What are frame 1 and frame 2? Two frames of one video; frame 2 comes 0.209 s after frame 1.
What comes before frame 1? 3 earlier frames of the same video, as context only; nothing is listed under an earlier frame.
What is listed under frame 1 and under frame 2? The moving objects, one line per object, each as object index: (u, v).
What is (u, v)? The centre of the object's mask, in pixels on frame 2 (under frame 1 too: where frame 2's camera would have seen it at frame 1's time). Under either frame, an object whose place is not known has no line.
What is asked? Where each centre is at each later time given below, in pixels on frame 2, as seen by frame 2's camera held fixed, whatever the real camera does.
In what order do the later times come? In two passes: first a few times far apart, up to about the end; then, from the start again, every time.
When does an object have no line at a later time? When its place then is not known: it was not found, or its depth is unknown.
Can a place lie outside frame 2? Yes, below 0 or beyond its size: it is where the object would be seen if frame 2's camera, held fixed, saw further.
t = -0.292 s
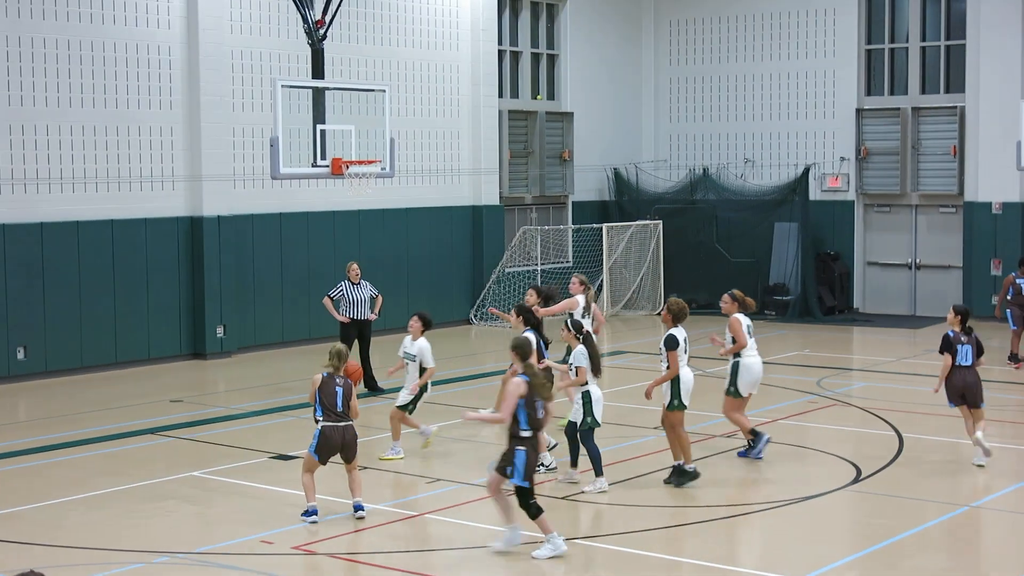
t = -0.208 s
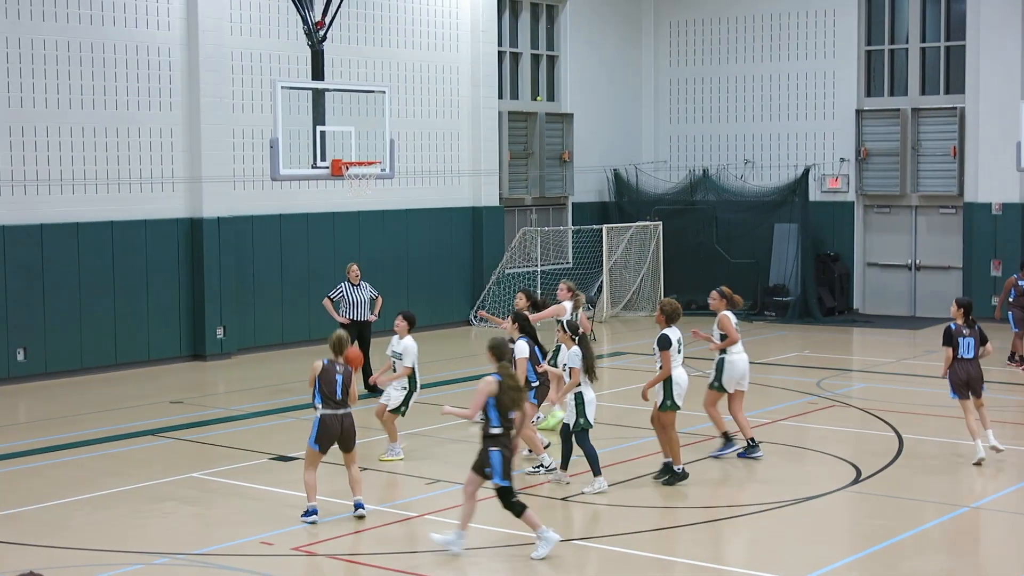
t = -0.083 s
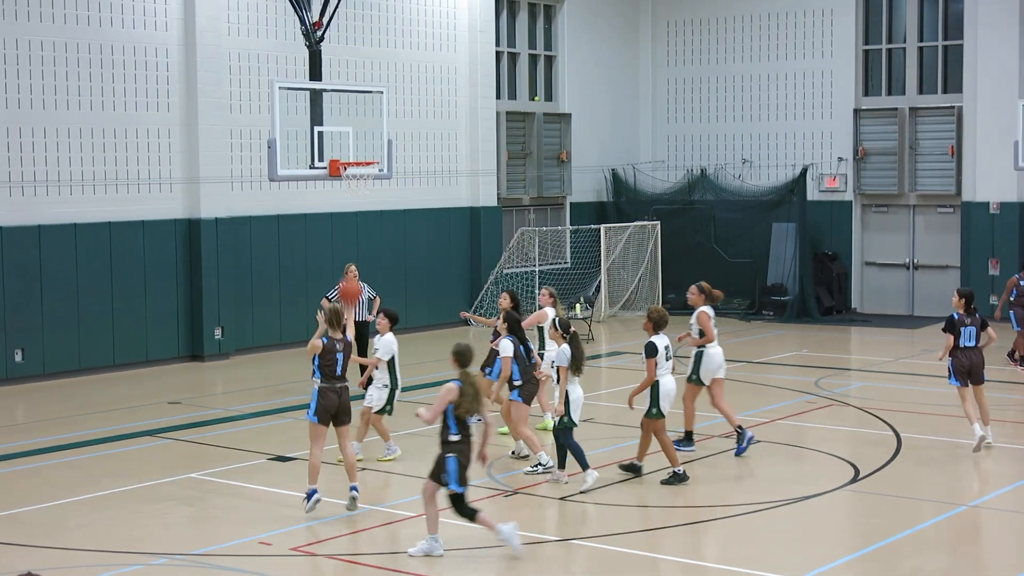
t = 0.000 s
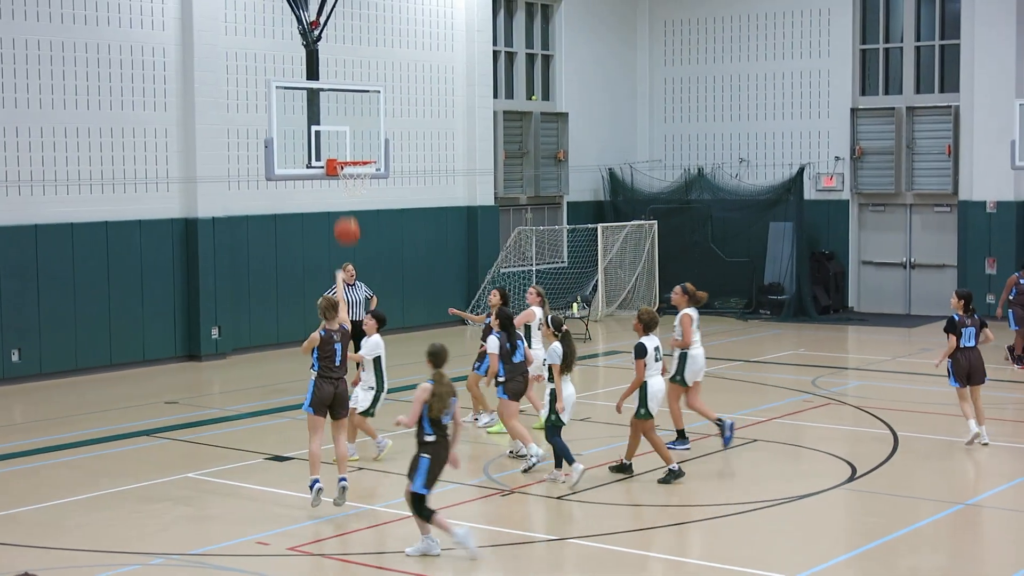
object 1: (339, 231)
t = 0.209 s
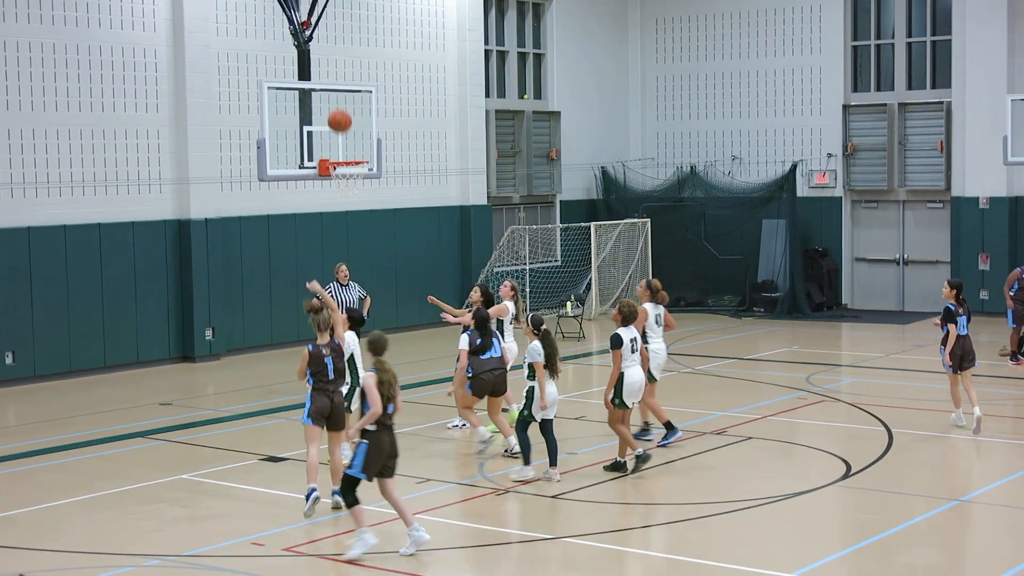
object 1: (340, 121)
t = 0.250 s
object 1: (339, 105)
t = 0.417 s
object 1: (339, 63)
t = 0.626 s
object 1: (341, 51)
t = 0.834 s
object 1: (344, 79)
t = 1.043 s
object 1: (347, 142)
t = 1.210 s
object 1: (342, 200)
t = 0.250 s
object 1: (339, 105)
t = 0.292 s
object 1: (339, 92)
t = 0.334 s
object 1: (339, 80)
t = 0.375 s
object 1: (339, 71)
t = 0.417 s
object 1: (339, 63)
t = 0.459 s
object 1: (340, 57)
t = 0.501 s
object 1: (340, 53)
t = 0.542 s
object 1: (340, 51)
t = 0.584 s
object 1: (341, 50)
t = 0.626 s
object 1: (341, 51)
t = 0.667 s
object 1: (341, 54)
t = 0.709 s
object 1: (342, 57)
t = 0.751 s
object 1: (342, 63)
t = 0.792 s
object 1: (343, 70)
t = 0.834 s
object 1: (344, 79)
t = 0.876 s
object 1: (344, 89)
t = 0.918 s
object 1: (345, 100)
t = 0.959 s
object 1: (345, 113)
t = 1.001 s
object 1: (347, 127)
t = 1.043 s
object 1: (347, 142)
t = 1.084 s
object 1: (348, 156)
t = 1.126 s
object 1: (347, 173)
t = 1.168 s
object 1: (345, 185)
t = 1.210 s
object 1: (342, 200)
